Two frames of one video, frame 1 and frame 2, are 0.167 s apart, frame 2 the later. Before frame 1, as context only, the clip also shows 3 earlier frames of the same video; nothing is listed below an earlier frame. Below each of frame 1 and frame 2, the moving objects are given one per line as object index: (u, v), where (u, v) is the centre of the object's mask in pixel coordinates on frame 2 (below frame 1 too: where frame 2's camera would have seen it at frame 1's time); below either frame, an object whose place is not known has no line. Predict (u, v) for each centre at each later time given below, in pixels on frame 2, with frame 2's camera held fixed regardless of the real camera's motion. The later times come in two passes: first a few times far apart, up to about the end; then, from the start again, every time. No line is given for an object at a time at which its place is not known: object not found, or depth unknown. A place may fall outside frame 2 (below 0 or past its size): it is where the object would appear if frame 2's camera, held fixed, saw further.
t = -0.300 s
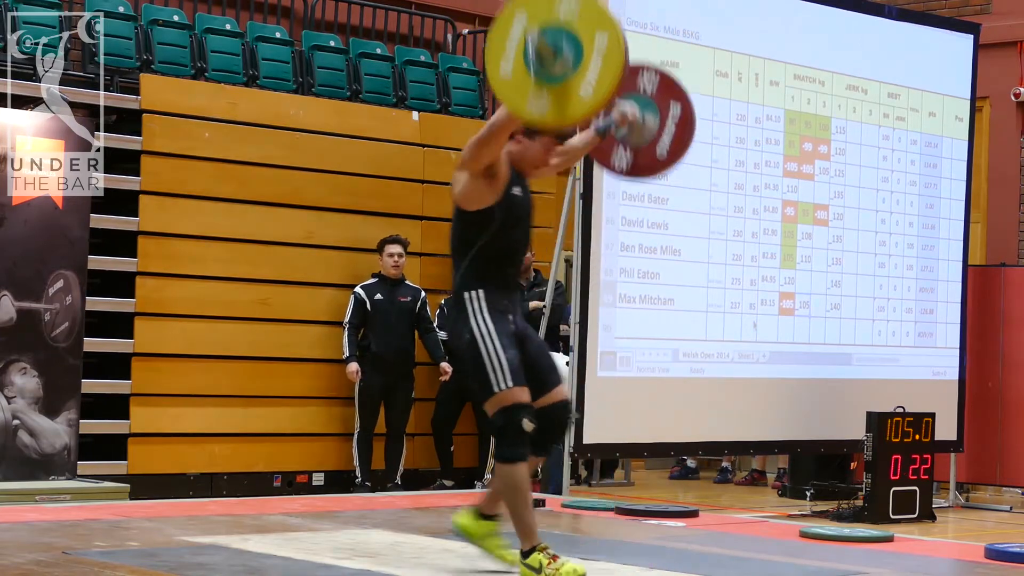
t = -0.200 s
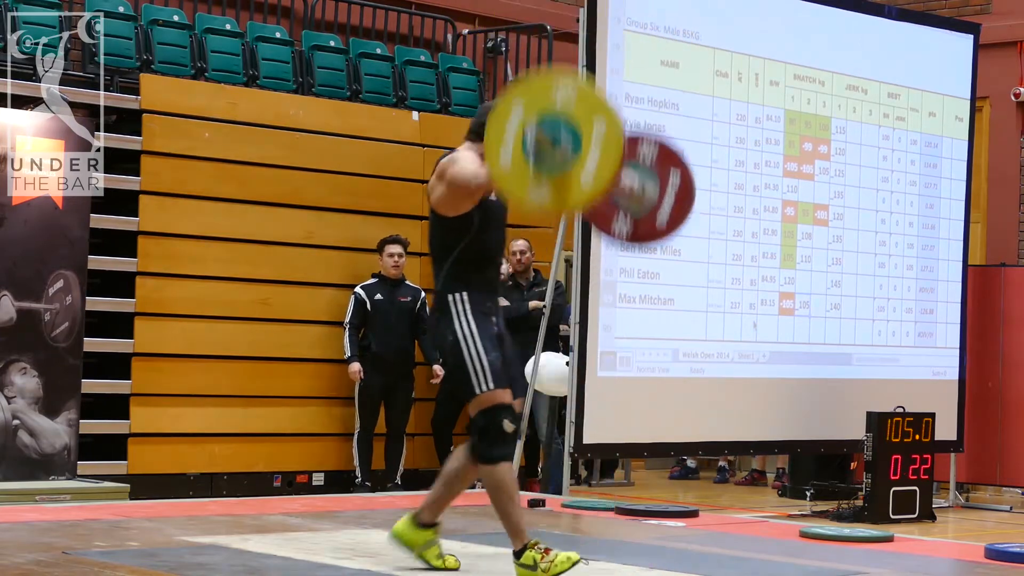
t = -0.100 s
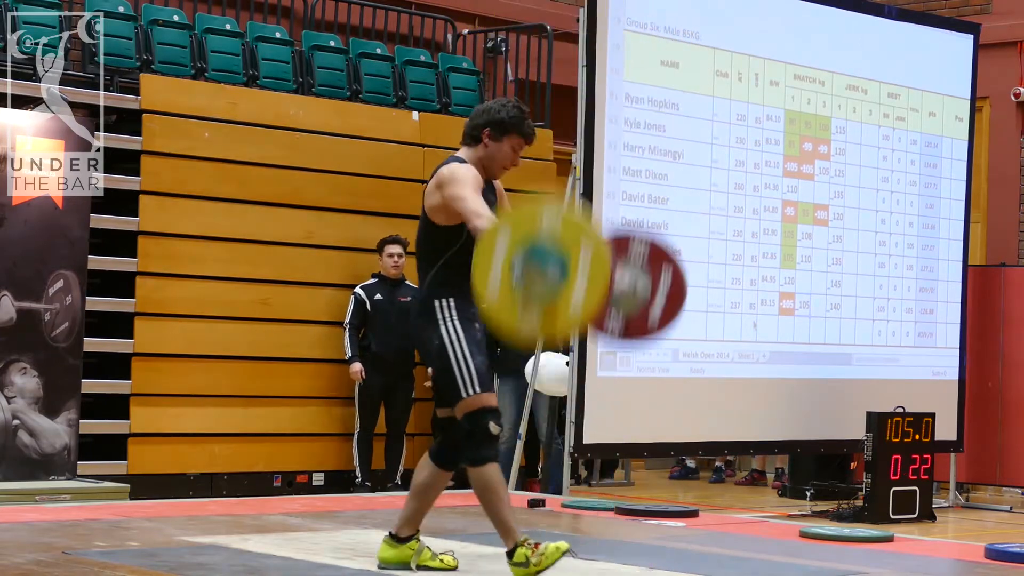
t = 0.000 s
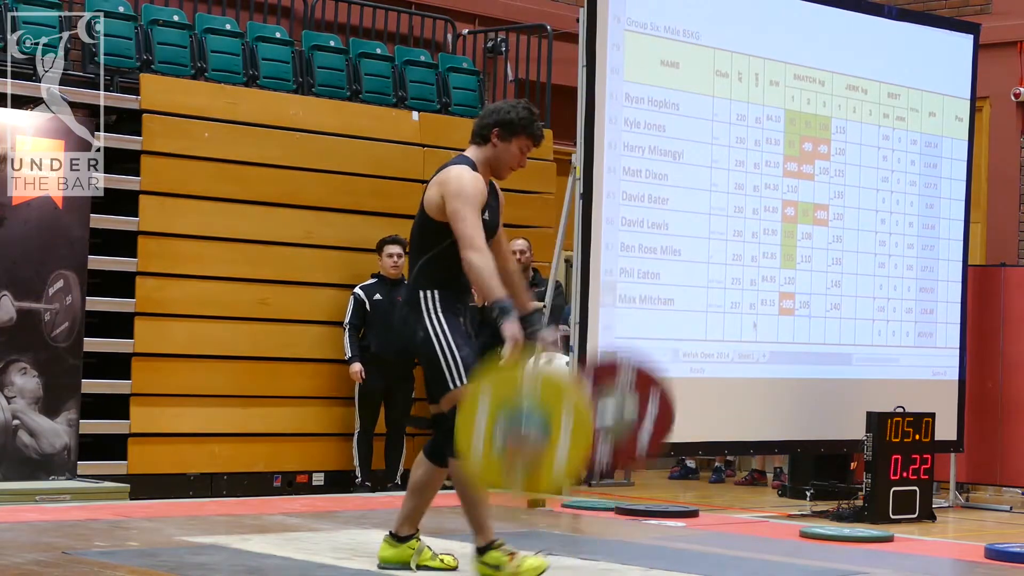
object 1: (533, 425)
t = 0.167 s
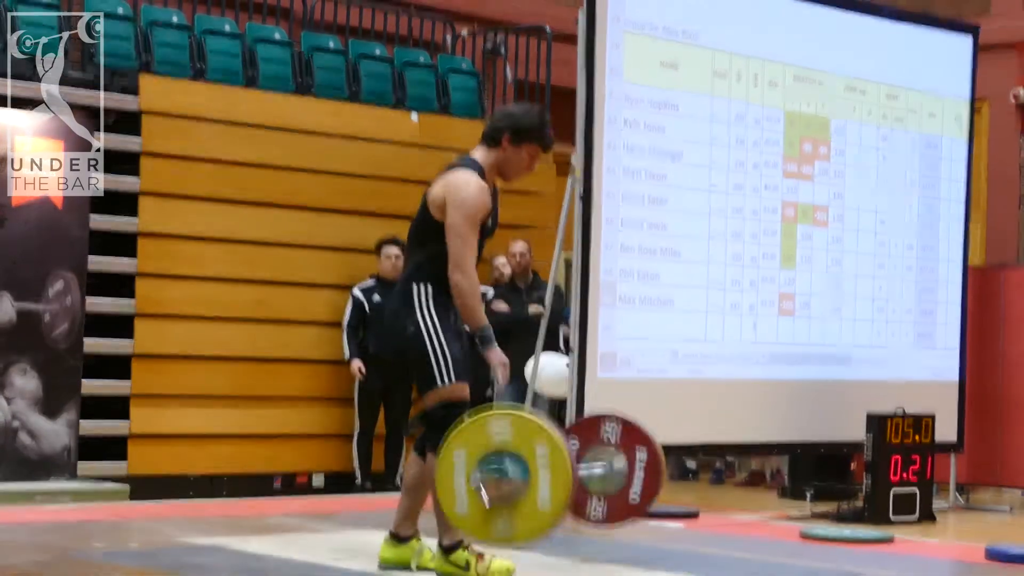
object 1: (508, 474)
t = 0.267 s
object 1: (499, 439)
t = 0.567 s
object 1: (464, 504)
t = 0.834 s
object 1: (432, 518)
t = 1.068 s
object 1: (407, 517)
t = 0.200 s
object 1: (505, 456)
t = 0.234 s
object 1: (501, 443)
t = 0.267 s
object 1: (499, 439)
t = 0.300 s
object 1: (498, 429)
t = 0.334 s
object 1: (492, 431)
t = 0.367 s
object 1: (487, 431)
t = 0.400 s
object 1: (478, 436)
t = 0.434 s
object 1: (481, 446)
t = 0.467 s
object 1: (471, 453)
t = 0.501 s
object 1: (465, 470)
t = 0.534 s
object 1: (465, 492)
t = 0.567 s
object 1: (464, 504)
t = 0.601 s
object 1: (460, 520)
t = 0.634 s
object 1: (447, 515)
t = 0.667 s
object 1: (454, 509)
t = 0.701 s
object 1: (448, 509)
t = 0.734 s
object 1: (444, 510)
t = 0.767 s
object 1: (434, 511)
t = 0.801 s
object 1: (437, 516)
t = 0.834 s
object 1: (432, 518)
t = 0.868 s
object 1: (430, 517)
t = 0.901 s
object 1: (425, 516)
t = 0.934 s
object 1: (421, 518)
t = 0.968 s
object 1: (418, 517)
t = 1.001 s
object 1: (414, 517)
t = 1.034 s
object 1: (410, 517)
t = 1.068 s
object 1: (407, 517)
